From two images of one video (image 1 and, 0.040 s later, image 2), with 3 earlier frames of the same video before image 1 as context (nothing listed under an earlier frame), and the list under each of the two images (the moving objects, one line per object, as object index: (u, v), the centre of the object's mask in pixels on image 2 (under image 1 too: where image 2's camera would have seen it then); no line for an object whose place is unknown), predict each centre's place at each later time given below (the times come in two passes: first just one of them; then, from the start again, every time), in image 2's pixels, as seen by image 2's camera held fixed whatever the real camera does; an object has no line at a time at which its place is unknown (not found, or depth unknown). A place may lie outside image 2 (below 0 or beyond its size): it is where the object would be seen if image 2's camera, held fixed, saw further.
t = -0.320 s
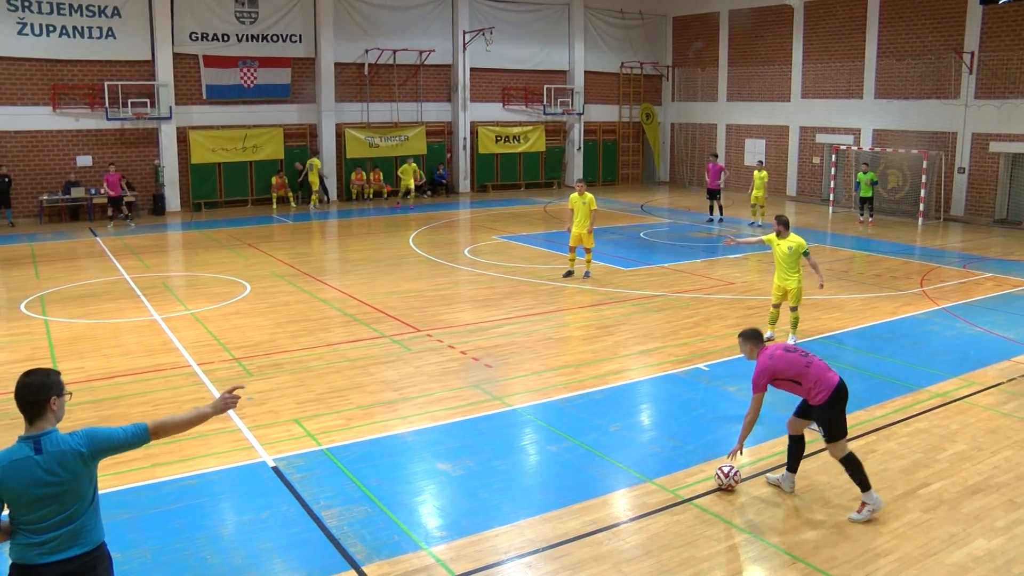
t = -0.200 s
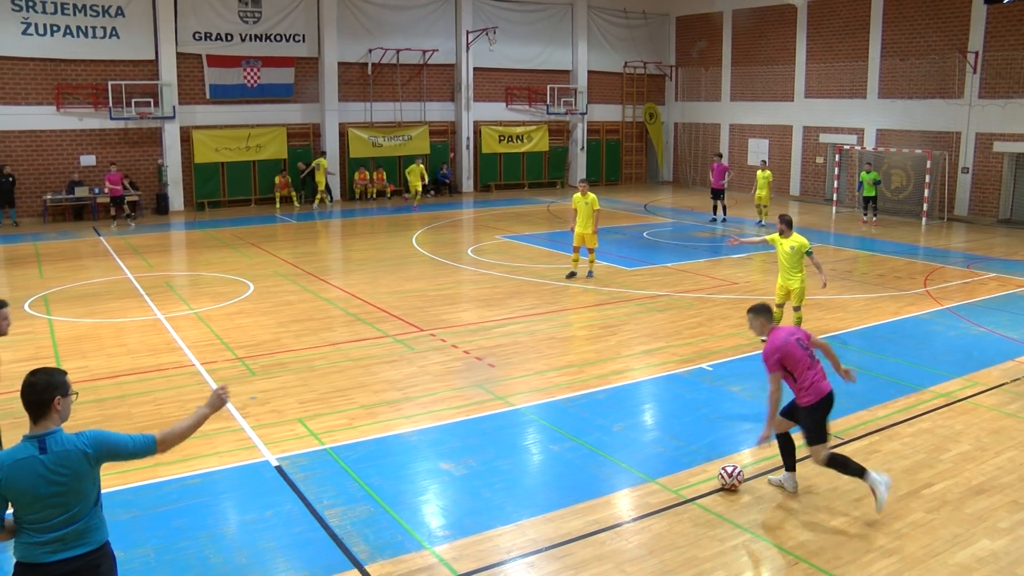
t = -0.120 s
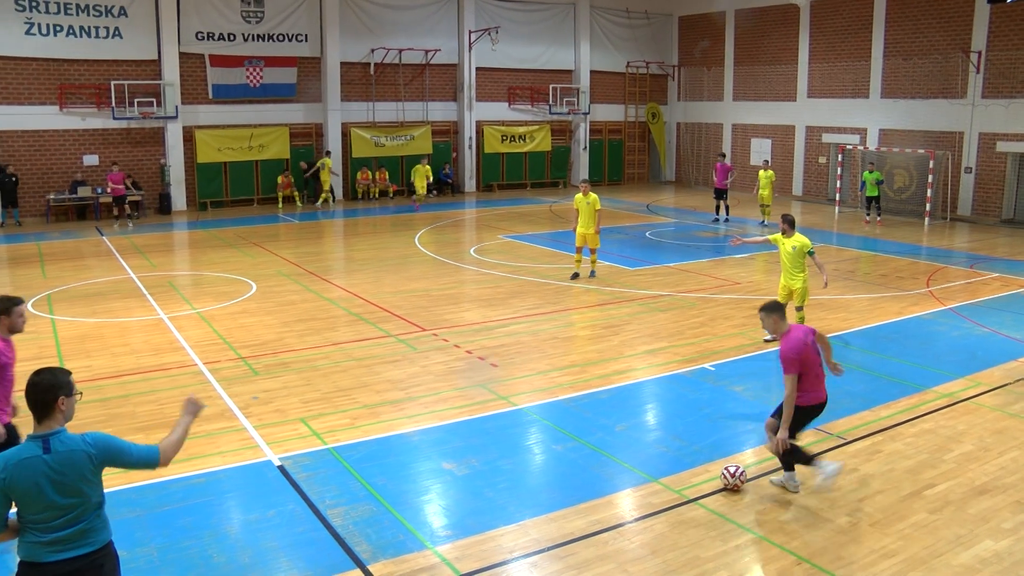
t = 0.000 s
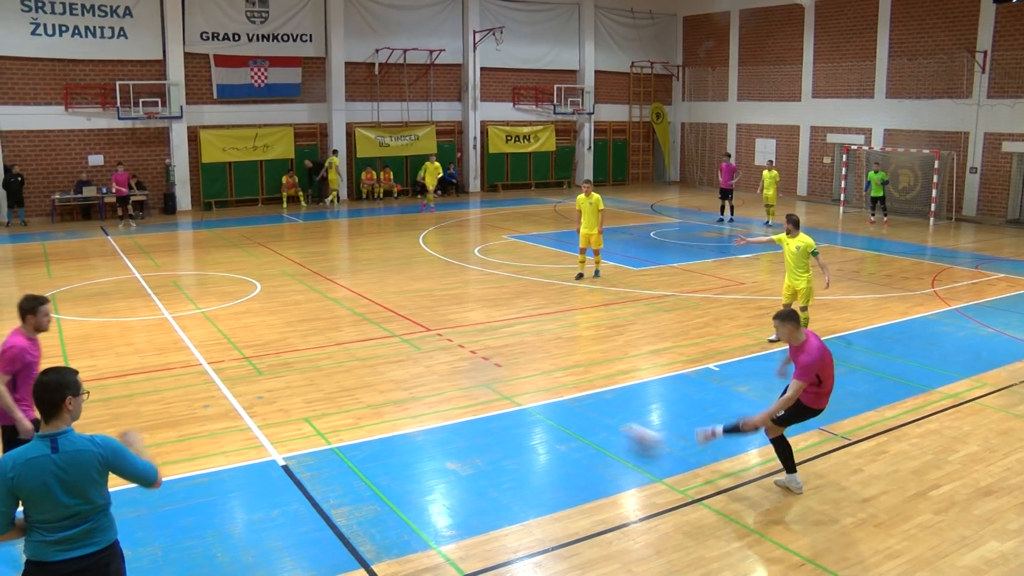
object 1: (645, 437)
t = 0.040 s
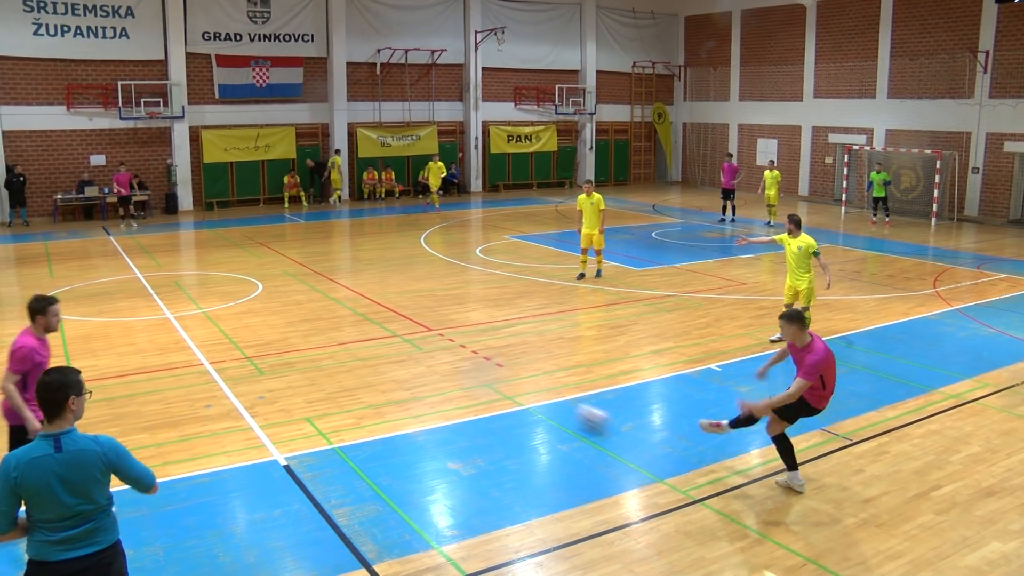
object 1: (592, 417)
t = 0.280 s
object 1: (390, 335)
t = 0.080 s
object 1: (545, 399)
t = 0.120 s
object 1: (507, 386)
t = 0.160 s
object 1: (472, 369)
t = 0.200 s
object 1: (441, 358)
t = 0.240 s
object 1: (413, 345)
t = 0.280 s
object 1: (390, 335)
